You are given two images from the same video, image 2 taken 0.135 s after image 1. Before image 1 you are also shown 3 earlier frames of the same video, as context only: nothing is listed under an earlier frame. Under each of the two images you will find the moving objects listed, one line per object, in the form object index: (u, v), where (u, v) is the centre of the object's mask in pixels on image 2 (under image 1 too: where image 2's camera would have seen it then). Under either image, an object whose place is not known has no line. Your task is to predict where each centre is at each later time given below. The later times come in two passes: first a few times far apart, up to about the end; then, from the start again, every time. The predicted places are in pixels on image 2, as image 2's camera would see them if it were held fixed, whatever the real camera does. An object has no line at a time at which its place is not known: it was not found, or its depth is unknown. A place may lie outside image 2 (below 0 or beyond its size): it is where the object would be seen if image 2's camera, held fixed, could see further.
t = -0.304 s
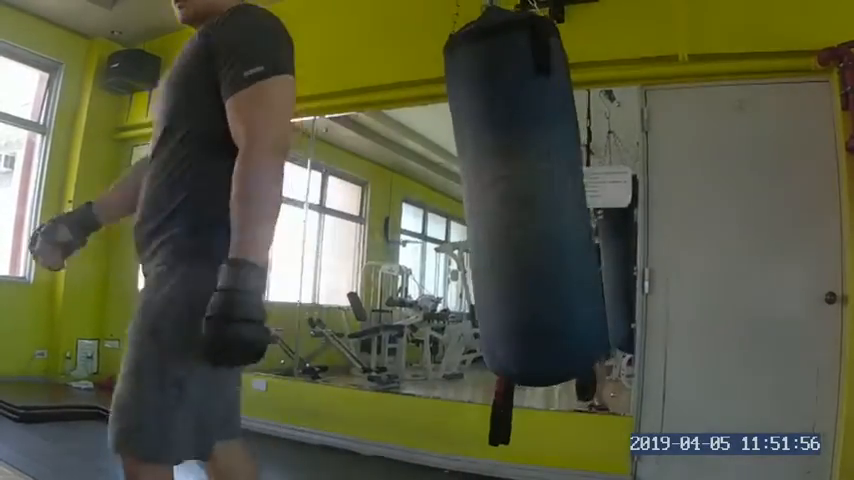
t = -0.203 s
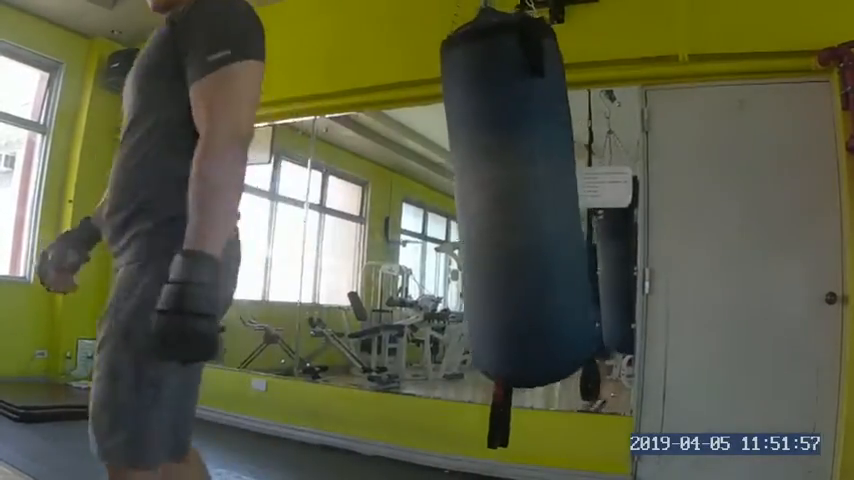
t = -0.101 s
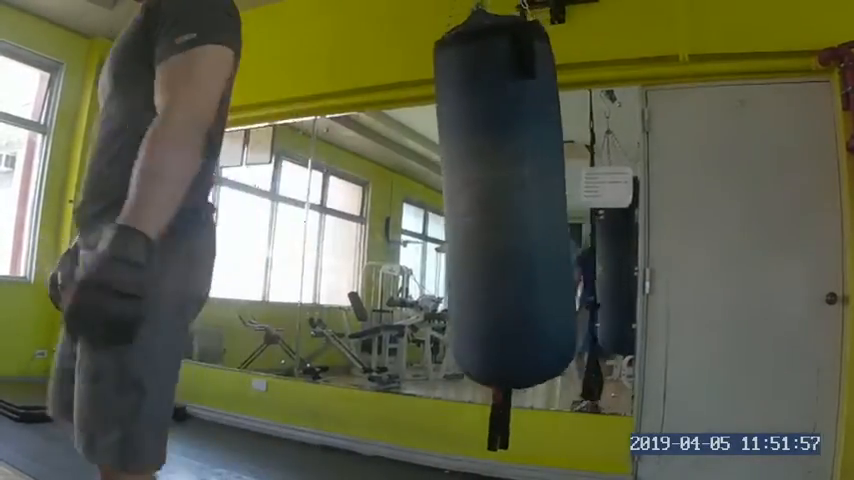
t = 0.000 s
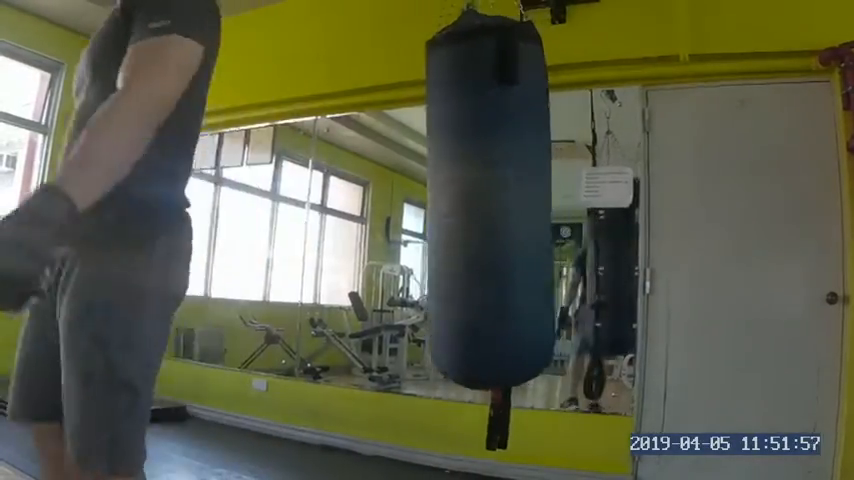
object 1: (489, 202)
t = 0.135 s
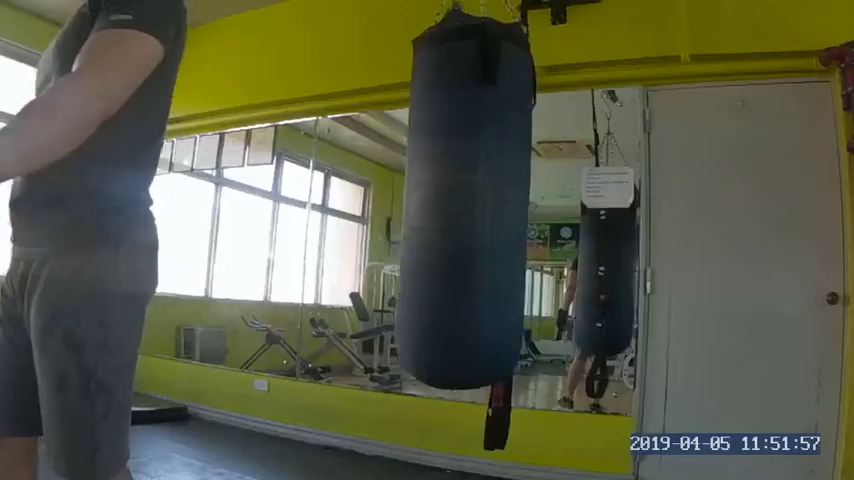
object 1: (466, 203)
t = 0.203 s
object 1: (457, 201)
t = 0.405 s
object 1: (420, 196)
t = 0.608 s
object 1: (398, 194)
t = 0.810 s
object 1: (396, 191)
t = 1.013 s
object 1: (410, 196)
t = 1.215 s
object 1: (440, 200)
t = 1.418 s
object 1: (478, 201)
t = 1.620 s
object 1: (510, 202)
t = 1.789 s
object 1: (524, 201)
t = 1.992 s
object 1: (524, 202)
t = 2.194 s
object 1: (506, 203)
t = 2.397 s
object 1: (476, 203)
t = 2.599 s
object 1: (444, 201)
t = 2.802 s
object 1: (415, 198)
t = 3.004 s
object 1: (399, 195)
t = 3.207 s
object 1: (402, 194)
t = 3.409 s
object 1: (423, 198)
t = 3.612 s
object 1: (457, 201)
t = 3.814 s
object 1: (492, 201)
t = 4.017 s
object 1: (516, 201)
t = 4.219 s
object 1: (522, 201)
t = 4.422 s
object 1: (512, 203)
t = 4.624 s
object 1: (487, 204)
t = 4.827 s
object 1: (459, 206)
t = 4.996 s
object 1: (432, 202)
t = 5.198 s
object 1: (411, 196)
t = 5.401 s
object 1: (405, 195)
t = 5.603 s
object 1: (414, 195)
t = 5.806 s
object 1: (440, 199)
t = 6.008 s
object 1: (473, 200)
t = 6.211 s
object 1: (503, 200)
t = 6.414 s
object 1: (518, 199)
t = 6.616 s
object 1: (515, 201)
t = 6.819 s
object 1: (498, 203)
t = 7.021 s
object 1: (472, 204)
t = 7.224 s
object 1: (444, 201)
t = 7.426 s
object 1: (422, 199)
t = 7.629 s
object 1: (411, 196)
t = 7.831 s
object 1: (415, 197)
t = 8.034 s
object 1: (435, 199)
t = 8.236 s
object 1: (464, 200)
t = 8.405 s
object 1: (489, 199)
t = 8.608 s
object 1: (510, 200)
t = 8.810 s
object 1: (515, 201)
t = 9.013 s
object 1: (504, 203)
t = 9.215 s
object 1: (482, 204)
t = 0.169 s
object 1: (462, 203)
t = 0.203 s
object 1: (457, 201)
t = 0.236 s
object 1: (449, 201)
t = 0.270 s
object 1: (442, 201)
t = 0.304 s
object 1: (436, 200)
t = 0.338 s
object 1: (430, 199)
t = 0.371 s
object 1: (425, 198)
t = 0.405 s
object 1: (420, 196)
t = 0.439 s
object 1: (415, 196)
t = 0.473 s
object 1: (411, 195)
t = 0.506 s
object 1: (408, 195)
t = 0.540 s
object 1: (404, 195)
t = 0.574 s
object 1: (401, 194)
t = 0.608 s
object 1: (398, 194)
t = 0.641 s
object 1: (397, 194)
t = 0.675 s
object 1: (396, 193)
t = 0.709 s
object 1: (394, 193)
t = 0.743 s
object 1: (394, 191)
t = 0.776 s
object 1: (395, 191)
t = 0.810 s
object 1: (396, 191)
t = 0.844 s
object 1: (397, 192)
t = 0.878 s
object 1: (397, 194)
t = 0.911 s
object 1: (400, 194)
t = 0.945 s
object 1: (403, 194)
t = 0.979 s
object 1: (407, 195)
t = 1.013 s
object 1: (410, 196)
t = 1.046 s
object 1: (414, 196)
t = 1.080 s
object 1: (417, 197)
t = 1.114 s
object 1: (422, 197)
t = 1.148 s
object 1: (427, 198)
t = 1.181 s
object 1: (433, 199)
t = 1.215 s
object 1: (440, 200)
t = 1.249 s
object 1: (446, 201)
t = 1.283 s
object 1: (452, 202)
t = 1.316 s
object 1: (460, 202)
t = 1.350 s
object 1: (465, 203)
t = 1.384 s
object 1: (472, 201)
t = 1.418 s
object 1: (478, 201)
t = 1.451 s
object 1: (484, 201)
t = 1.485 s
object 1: (490, 201)
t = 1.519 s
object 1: (496, 201)
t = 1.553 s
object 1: (501, 202)
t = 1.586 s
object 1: (506, 202)
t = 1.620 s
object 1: (510, 202)
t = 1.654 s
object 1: (514, 202)
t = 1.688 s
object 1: (517, 202)
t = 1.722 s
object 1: (520, 201)
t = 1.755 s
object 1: (523, 201)
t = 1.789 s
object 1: (524, 201)
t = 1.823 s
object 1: (526, 201)
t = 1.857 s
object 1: (526, 201)
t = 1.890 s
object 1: (526, 201)
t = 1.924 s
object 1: (526, 201)
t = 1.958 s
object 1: (526, 201)
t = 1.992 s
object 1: (524, 202)
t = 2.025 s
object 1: (523, 202)
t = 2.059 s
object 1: (521, 202)
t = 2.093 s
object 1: (518, 202)
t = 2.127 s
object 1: (513, 202)
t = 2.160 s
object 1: (510, 202)
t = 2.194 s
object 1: (506, 203)
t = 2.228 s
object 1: (501, 203)
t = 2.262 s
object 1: (497, 203)
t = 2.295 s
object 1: (492, 204)
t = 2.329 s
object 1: (487, 205)
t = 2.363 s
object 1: (481, 204)
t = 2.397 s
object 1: (476, 203)
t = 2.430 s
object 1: (471, 204)
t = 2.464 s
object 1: (465, 204)
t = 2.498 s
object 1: (459, 204)
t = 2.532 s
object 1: (454, 203)
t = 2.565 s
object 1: (449, 202)
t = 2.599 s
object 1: (444, 201)
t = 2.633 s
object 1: (437, 201)
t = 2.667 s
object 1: (433, 200)
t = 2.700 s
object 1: (428, 200)
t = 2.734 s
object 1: (423, 199)
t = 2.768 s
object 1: (419, 199)
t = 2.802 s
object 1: (415, 198)
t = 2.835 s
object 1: (411, 197)
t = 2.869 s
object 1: (408, 196)
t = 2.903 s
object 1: (405, 196)
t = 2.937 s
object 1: (403, 195)
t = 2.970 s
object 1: (401, 195)
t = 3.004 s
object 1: (399, 195)
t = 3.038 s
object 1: (399, 194)
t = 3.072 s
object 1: (398, 195)
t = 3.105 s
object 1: (399, 194)
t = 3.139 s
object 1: (399, 194)
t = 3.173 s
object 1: (400, 195)
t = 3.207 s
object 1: (402, 194)
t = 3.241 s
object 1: (404, 195)
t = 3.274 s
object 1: (407, 195)
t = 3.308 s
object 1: (411, 195)
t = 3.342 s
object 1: (415, 195)
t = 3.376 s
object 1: (419, 197)
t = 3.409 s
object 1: (423, 198)
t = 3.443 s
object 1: (428, 198)
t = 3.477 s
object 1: (434, 199)
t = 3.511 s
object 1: (439, 199)
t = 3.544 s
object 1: (444, 201)
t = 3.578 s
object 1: (450, 200)
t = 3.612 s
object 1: (457, 201)
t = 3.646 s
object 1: (463, 201)
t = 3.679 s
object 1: (470, 201)
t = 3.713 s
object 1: (475, 202)
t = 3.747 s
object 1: (481, 201)
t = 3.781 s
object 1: (486, 201)
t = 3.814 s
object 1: (492, 201)
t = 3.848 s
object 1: (497, 202)
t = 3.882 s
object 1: (501, 203)
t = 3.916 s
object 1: (506, 202)
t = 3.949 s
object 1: (510, 201)
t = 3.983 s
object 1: (513, 201)
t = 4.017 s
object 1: (516, 201)
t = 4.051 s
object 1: (518, 201)
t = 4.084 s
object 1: (520, 201)
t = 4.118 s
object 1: (522, 201)
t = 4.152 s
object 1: (523, 201)
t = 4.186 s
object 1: (523, 201)
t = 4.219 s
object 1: (522, 201)
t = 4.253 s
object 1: (521, 202)
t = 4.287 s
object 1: (520, 202)
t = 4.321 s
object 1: (519, 202)
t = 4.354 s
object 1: (517, 202)
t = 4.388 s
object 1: (515, 202)
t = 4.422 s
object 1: (512, 203)
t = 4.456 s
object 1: (508, 203)
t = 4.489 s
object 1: (505, 204)
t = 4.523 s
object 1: (501, 204)
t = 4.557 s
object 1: (496, 204)
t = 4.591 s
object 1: (492, 204)
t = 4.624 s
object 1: (487, 204)
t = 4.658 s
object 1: (483, 204)
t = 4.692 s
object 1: (478, 204)
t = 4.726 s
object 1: (472, 204)
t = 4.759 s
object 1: (468, 204)
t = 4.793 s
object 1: (462, 206)
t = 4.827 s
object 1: (459, 206)
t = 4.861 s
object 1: (452, 202)
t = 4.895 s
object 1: (447, 203)
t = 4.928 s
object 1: (441, 203)
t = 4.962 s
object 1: (436, 202)
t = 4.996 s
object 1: (432, 202)
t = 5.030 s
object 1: (428, 200)
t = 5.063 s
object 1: (424, 200)
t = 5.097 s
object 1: (421, 198)
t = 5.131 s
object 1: (417, 197)
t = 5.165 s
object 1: (414, 197)
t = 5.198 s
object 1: (411, 196)
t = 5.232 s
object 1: (409, 196)
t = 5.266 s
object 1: (407, 197)
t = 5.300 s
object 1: (405, 196)
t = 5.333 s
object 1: (404, 196)
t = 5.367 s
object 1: (404, 196)
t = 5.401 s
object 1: (405, 195)
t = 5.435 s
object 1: (405, 195)
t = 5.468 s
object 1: (406, 195)
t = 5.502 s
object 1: (407, 195)
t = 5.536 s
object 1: (409, 195)
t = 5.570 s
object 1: (411, 195)
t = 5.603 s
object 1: (414, 195)
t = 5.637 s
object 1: (417, 196)
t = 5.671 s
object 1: (421, 197)
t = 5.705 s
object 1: (425, 197)
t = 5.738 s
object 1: (430, 198)
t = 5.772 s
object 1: (435, 199)
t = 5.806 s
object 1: (440, 199)
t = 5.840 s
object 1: (445, 200)
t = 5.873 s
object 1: (451, 200)
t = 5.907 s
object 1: (456, 200)
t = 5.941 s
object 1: (463, 201)
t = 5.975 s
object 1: (467, 201)
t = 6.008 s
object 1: (473, 200)
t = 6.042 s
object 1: (478, 200)
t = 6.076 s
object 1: (484, 200)
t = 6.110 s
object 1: (489, 200)
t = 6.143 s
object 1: (494, 200)
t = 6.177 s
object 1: (499, 200)
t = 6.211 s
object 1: (503, 200)
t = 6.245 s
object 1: (507, 200)
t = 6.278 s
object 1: (510, 200)
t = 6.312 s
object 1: (513, 200)
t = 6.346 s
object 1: (515, 200)
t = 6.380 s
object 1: (517, 199)
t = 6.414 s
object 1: (518, 199)
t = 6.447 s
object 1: (518, 199)
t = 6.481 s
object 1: (519, 199)
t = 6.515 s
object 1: (519, 200)
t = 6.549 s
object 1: (518, 201)
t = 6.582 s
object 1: (517, 201)
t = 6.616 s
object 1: (515, 201)
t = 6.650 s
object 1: (514, 201)
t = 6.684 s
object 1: (511, 201)
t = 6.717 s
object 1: (508, 202)
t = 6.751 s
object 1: (505, 202)
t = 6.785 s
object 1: (502, 203)
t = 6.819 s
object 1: (498, 203)
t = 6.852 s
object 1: (494, 203)
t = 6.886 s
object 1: (490, 203)
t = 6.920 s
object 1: (486, 203)
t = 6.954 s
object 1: (481, 204)
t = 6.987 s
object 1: (477, 203)
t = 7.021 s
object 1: (472, 204)
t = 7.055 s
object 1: (468, 204)
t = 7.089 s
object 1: (464, 204)
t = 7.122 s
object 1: (459, 201)
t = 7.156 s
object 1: (454, 201)
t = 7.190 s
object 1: (449, 201)
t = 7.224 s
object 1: (444, 201)
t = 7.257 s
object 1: (440, 201)
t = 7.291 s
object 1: (436, 201)
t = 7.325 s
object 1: (432, 200)
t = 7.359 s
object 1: (428, 200)
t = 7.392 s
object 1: (425, 199)
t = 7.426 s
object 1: (422, 199)
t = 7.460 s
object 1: (419, 198)
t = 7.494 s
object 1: (417, 197)
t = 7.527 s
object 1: (415, 197)
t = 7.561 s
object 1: (413, 197)
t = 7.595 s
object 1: (412, 196)
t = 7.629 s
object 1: (411, 196)
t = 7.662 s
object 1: (411, 197)
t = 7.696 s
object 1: (411, 196)
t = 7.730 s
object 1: (411, 196)
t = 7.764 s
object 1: (412, 196)
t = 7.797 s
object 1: (413, 196)
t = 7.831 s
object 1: (415, 197)
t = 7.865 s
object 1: (417, 197)
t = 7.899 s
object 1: (420, 197)
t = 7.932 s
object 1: (424, 198)
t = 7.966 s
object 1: (427, 198)
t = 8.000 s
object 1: (431, 198)
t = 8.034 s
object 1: (435, 199)
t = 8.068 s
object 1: (438, 200)
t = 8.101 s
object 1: (444, 199)
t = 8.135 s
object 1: (449, 199)
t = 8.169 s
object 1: (453, 200)
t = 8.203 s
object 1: (460, 201)
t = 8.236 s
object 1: (464, 200)
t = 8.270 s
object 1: (469, 200)
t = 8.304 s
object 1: (474, 200)
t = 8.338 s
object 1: (480, 199)
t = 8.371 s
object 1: (485, 200)
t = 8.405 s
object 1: (489, 199)
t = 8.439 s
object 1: (493, 200)
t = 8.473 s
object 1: (498, 199)
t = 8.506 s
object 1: (501, 200)
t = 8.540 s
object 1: (505, 200)
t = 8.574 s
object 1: (508, 200)
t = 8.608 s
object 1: (510, 200)
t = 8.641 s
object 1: (513, 200)
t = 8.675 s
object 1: (514, 200)
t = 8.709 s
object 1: (515, 200)
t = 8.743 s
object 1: (516, 200)
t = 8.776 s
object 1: (515, 200)
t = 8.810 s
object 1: (515, 201)
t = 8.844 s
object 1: (514, 201)
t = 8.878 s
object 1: (513, 202)
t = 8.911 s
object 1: (511, 202)
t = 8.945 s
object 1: (509, 202)
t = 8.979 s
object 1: (507, 202)
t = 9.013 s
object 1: (504, 203)
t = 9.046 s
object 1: (501, 203)
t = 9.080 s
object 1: (498, 203)
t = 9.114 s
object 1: (494, 203)
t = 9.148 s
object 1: (490, 203)
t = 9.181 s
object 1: (486, 204)
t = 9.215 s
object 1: (482, 204)
